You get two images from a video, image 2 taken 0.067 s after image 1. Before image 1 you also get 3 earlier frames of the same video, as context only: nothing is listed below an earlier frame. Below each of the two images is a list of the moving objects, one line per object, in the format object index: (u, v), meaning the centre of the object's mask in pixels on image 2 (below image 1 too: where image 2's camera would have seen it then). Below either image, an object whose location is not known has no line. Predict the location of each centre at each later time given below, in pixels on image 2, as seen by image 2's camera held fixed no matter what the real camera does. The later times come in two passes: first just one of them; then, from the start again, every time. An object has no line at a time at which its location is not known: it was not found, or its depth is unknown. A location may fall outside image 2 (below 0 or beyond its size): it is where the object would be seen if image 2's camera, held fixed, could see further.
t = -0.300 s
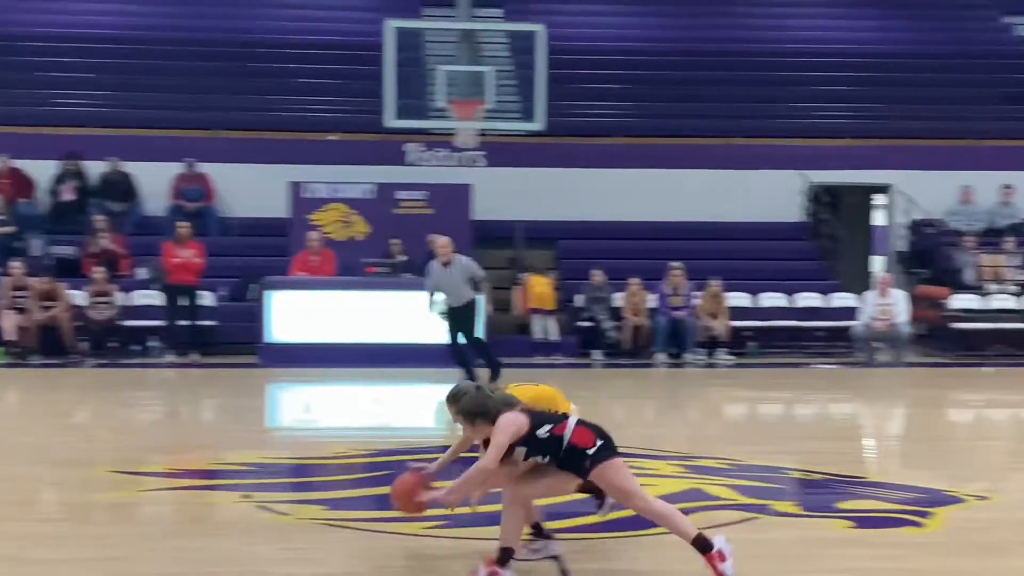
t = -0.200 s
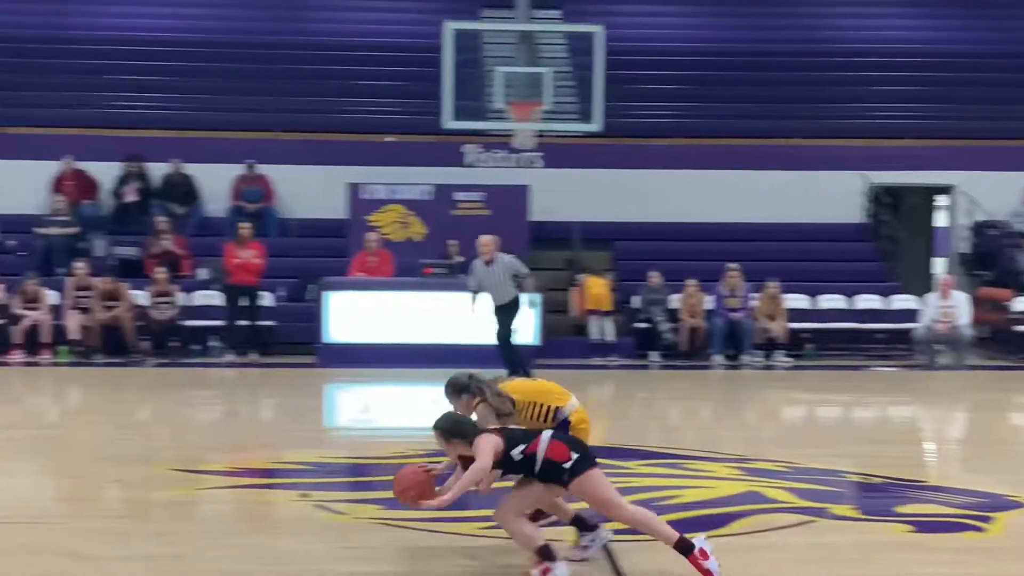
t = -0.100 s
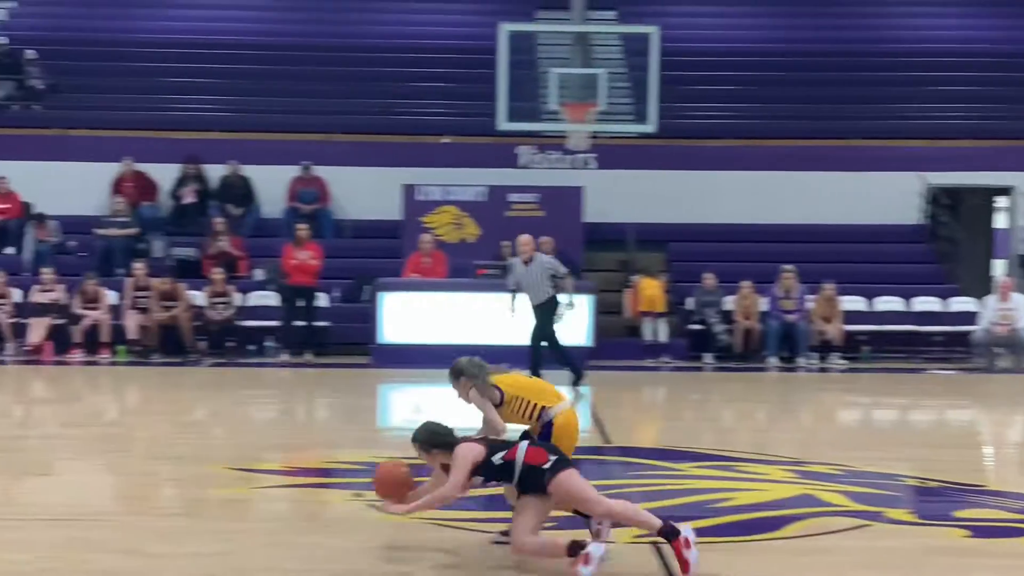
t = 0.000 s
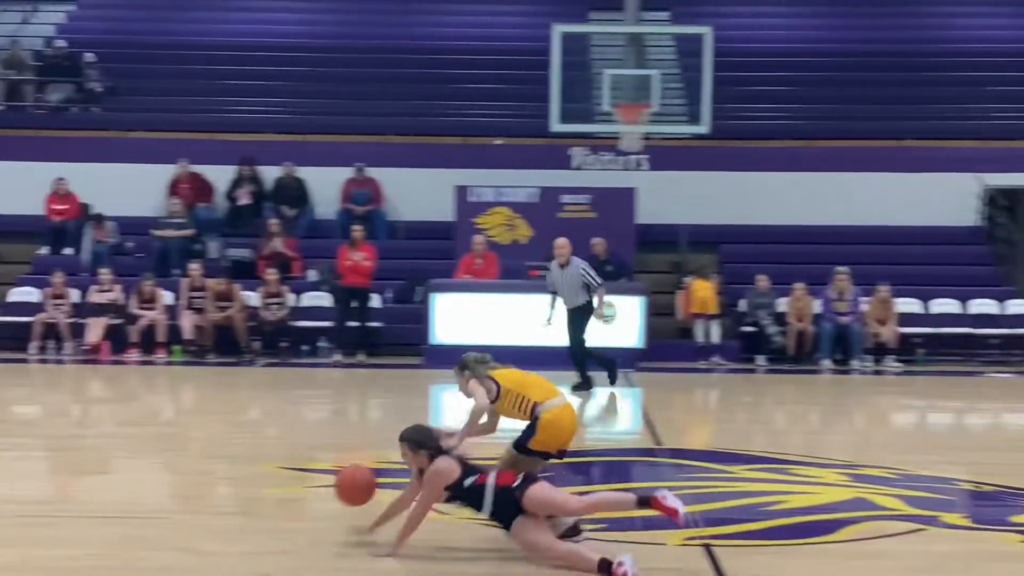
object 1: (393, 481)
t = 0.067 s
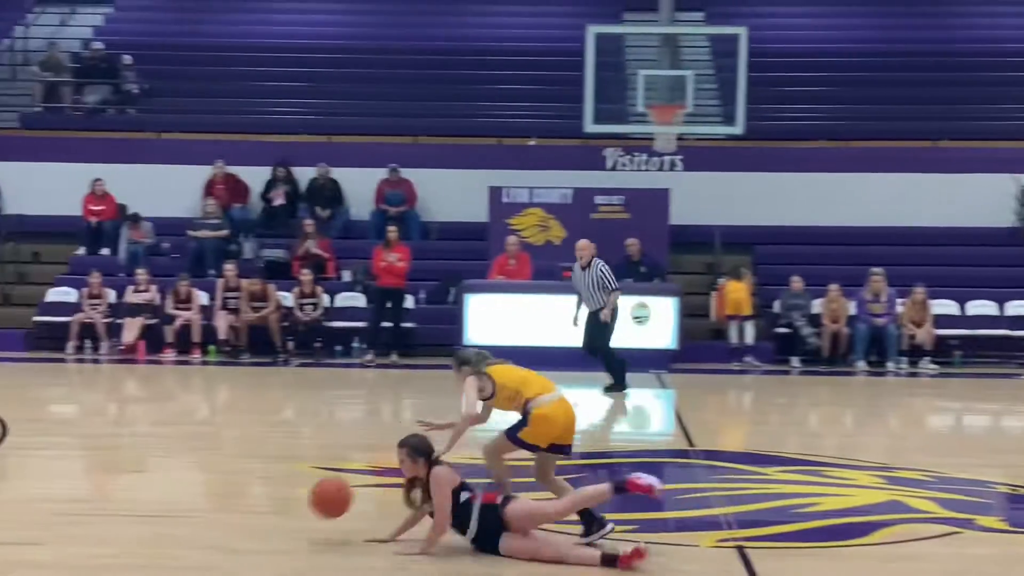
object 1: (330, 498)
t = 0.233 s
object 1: (233, 486)
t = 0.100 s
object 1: (302, 507)
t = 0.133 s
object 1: (275, 514)
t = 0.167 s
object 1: (257, 510)
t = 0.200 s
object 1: (245, 496)
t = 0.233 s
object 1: (233, 486)
